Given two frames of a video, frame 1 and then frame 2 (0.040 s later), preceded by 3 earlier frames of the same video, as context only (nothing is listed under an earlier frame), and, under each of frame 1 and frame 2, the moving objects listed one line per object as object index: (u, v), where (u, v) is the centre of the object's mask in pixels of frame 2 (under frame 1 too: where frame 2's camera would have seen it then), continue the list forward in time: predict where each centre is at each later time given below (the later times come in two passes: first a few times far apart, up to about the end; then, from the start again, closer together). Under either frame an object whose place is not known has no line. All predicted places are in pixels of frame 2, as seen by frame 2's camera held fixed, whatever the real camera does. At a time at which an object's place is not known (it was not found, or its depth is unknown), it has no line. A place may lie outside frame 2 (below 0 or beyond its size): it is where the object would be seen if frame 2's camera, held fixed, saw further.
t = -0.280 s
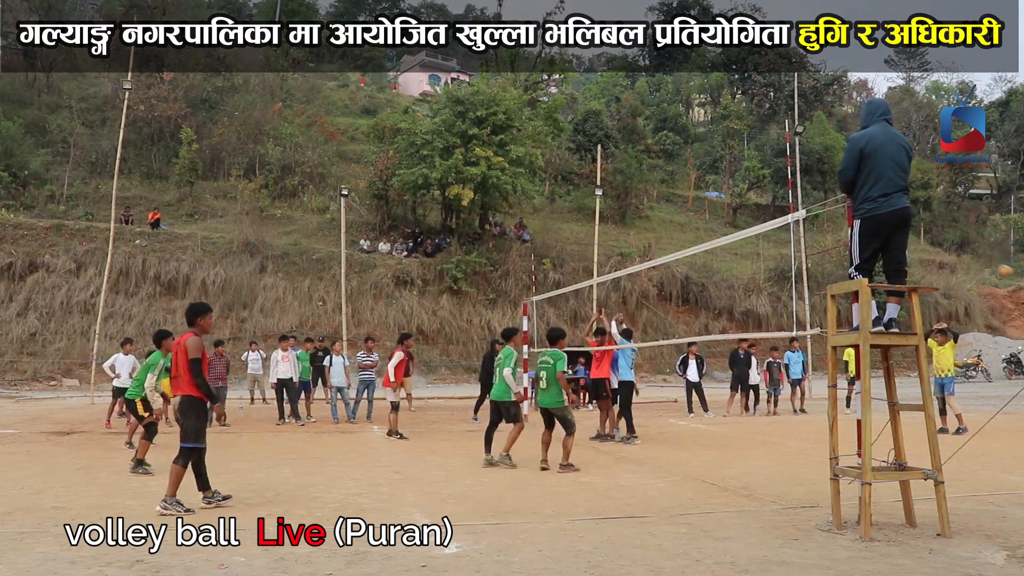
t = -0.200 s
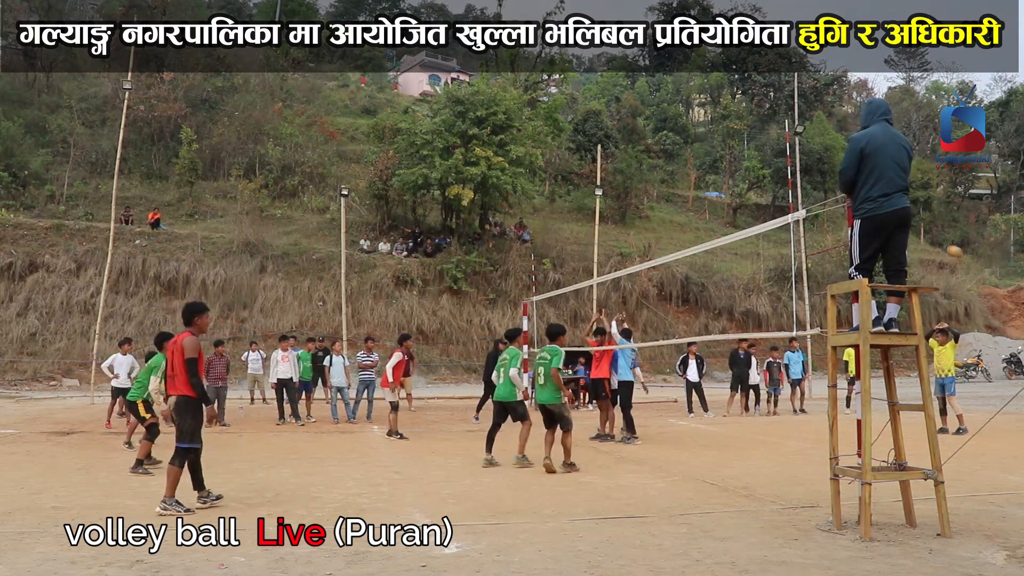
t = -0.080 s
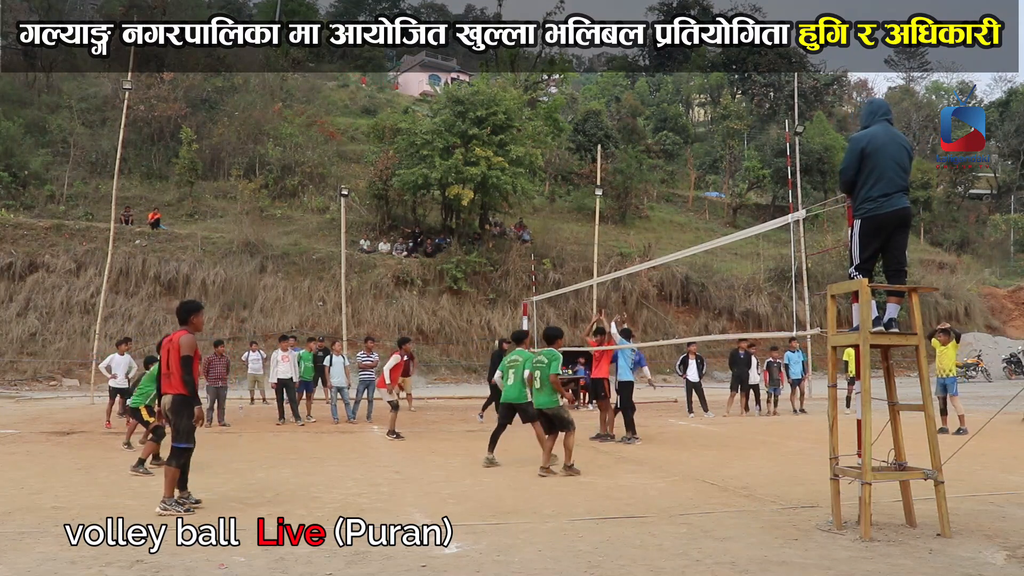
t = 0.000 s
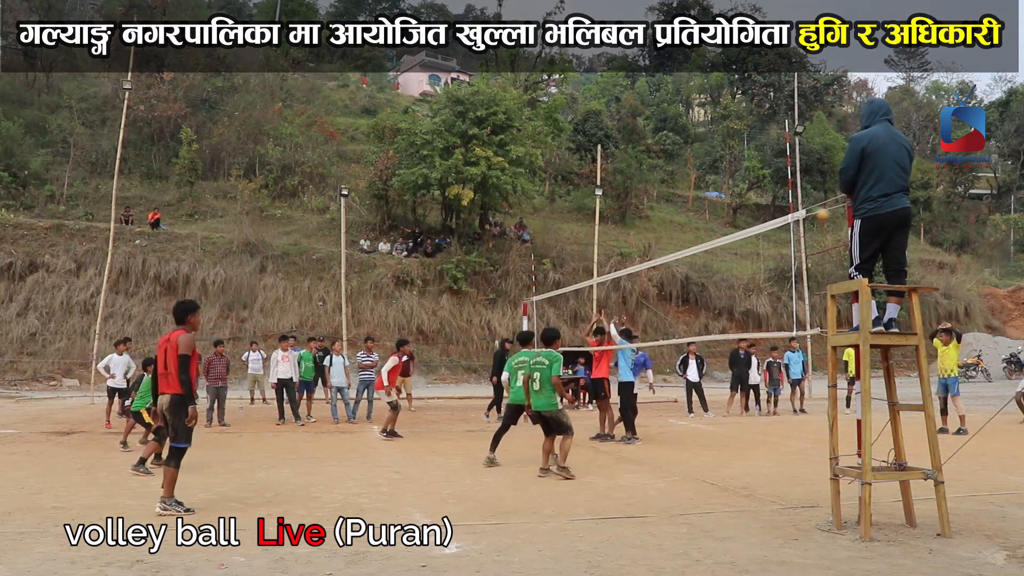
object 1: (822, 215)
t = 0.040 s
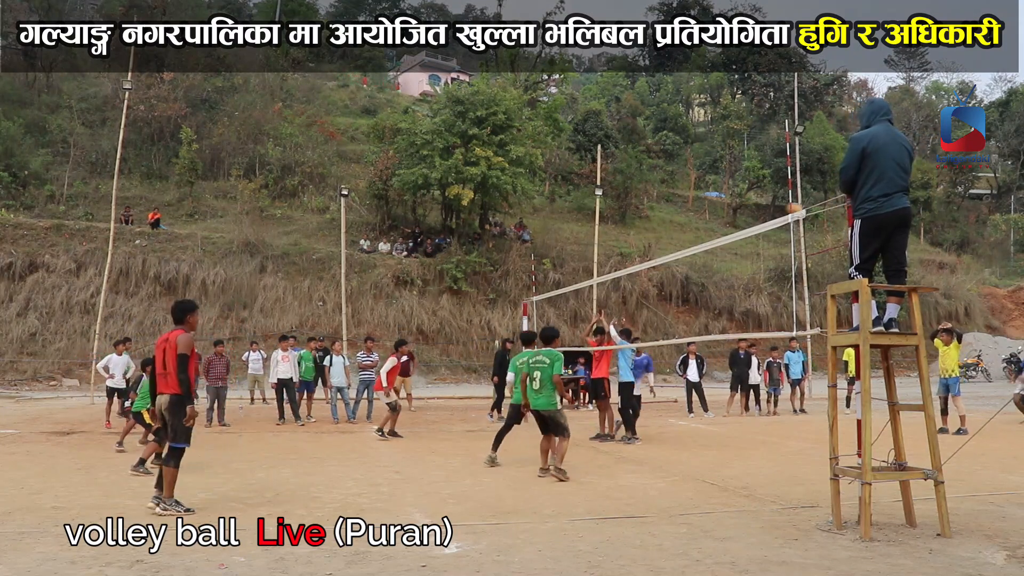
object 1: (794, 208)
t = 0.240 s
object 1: (652, 193)
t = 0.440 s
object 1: (497, 204)
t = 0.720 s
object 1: (263, 261)
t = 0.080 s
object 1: (767, 204)
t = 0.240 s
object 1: (652, 193)
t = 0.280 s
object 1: (623, 194)
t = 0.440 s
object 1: (497, 204)
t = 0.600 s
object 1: (365, 228)
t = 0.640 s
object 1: (331, 238)
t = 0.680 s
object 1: (298, 249)
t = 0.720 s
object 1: (263, 261)
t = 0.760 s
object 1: (229, 274)
